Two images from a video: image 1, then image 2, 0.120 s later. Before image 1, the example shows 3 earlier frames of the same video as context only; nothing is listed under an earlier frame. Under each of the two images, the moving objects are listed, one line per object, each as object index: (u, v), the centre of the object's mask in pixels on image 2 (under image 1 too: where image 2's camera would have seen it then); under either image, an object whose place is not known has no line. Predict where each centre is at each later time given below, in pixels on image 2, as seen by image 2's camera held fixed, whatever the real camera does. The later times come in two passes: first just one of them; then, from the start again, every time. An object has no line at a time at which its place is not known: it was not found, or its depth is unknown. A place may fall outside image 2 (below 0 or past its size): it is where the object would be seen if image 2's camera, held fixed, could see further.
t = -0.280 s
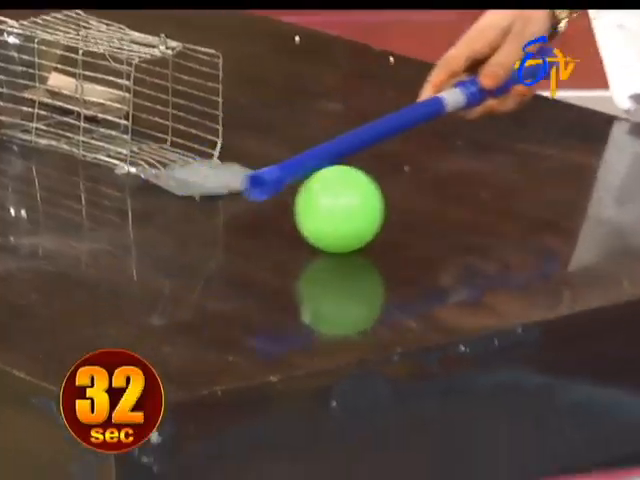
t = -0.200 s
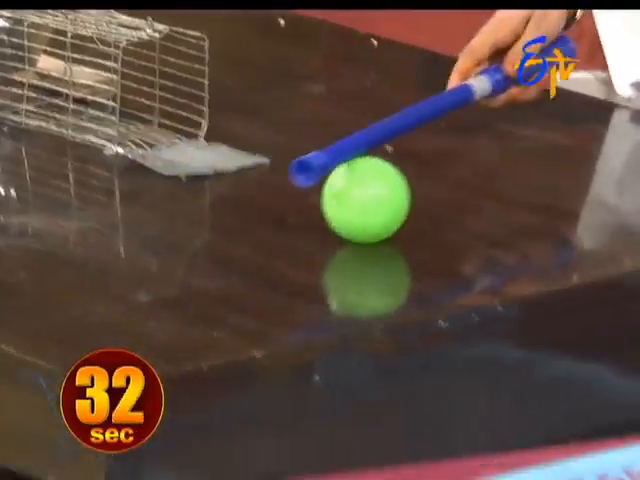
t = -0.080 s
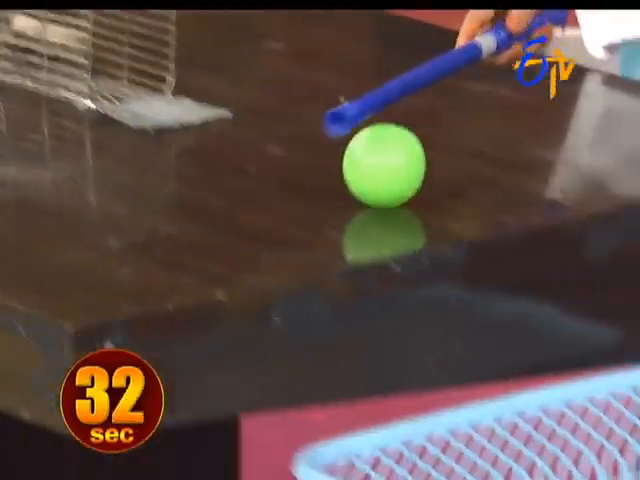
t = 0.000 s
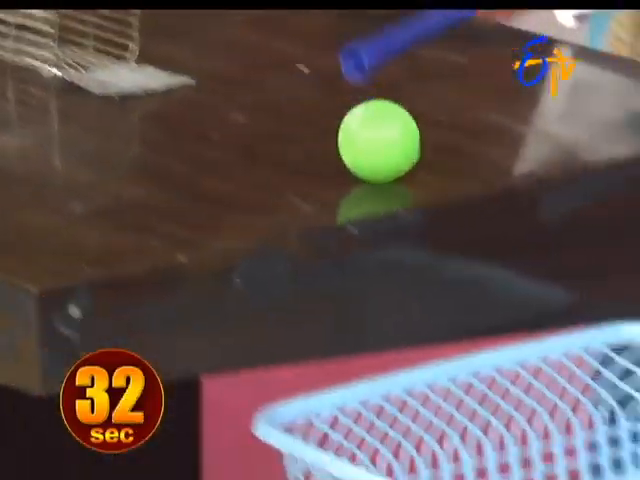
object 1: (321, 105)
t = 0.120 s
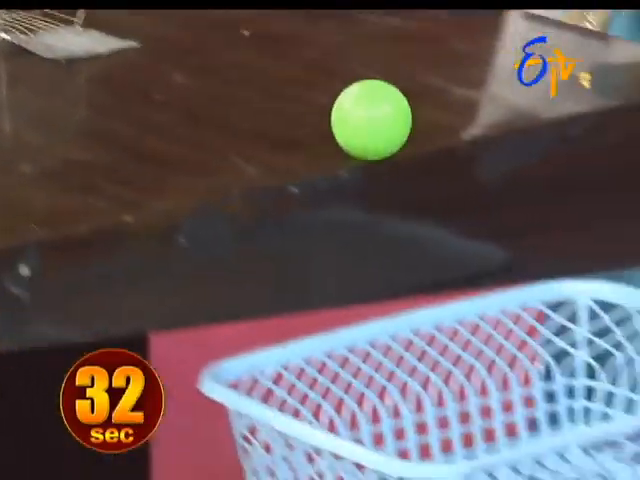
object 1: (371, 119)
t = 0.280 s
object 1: (443, 261)
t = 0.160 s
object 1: (388, 129)
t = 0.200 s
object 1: (406, 155)
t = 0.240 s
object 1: (424, 201)
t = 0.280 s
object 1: (443, 261)
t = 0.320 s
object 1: (461, 359)
